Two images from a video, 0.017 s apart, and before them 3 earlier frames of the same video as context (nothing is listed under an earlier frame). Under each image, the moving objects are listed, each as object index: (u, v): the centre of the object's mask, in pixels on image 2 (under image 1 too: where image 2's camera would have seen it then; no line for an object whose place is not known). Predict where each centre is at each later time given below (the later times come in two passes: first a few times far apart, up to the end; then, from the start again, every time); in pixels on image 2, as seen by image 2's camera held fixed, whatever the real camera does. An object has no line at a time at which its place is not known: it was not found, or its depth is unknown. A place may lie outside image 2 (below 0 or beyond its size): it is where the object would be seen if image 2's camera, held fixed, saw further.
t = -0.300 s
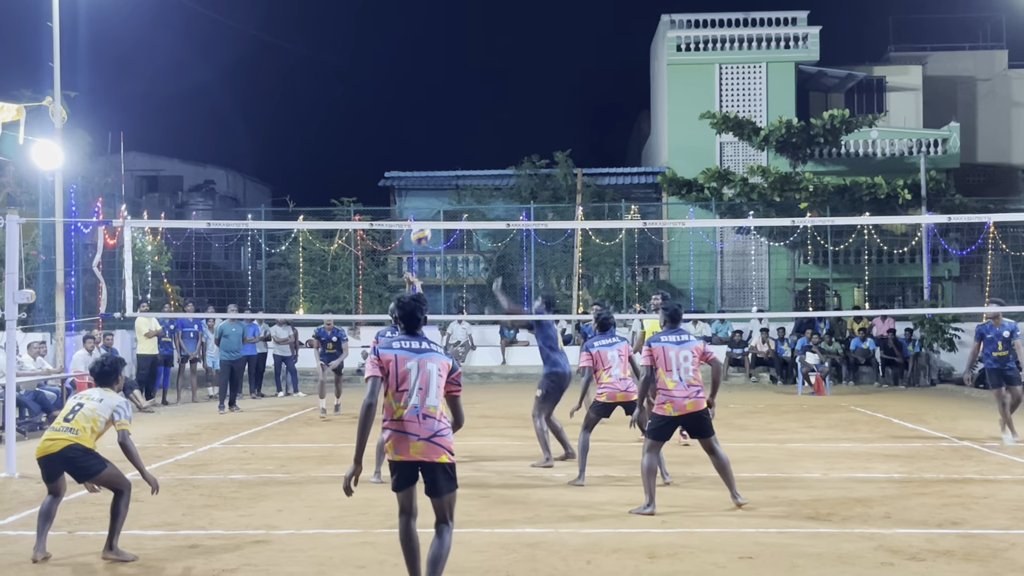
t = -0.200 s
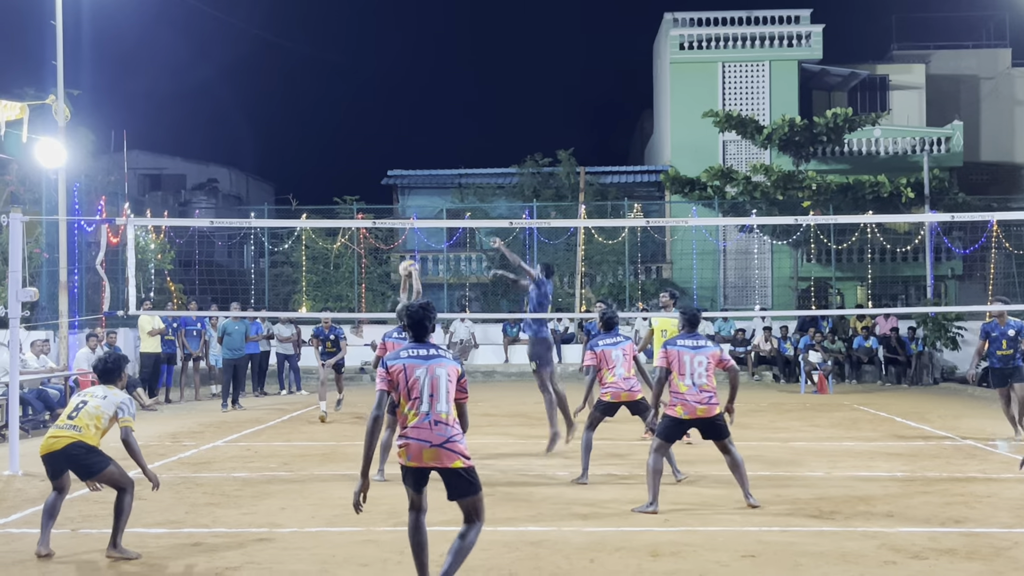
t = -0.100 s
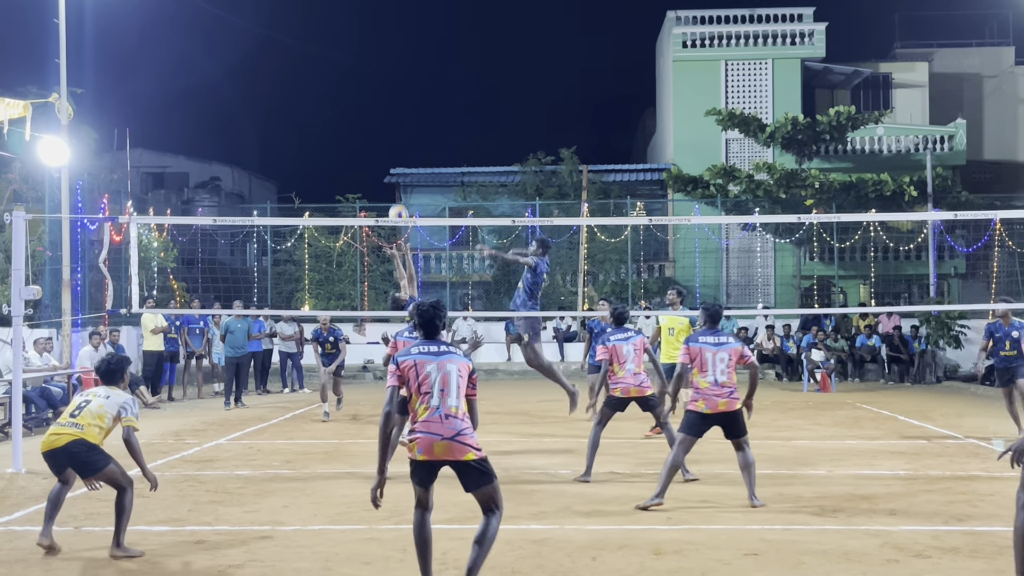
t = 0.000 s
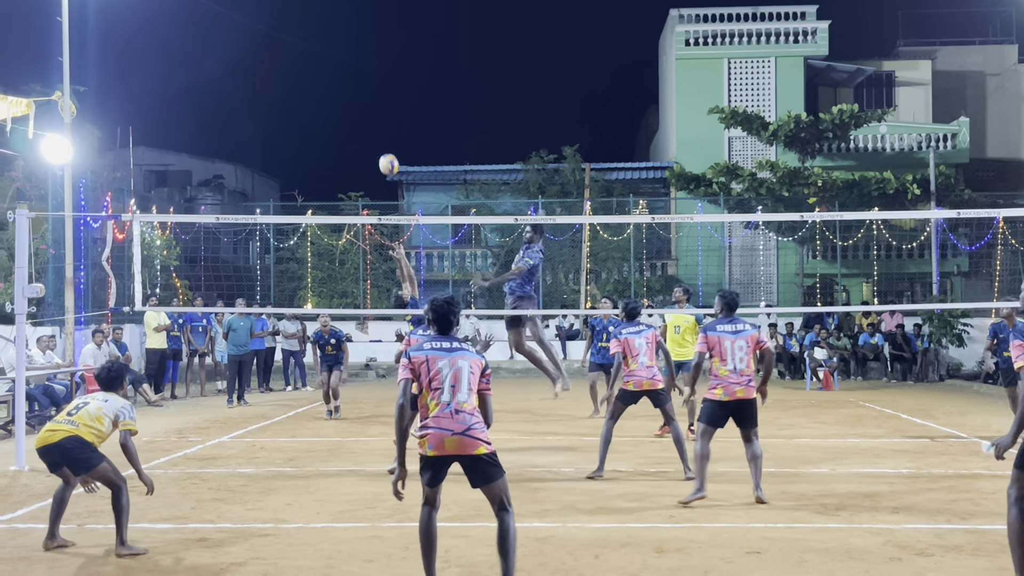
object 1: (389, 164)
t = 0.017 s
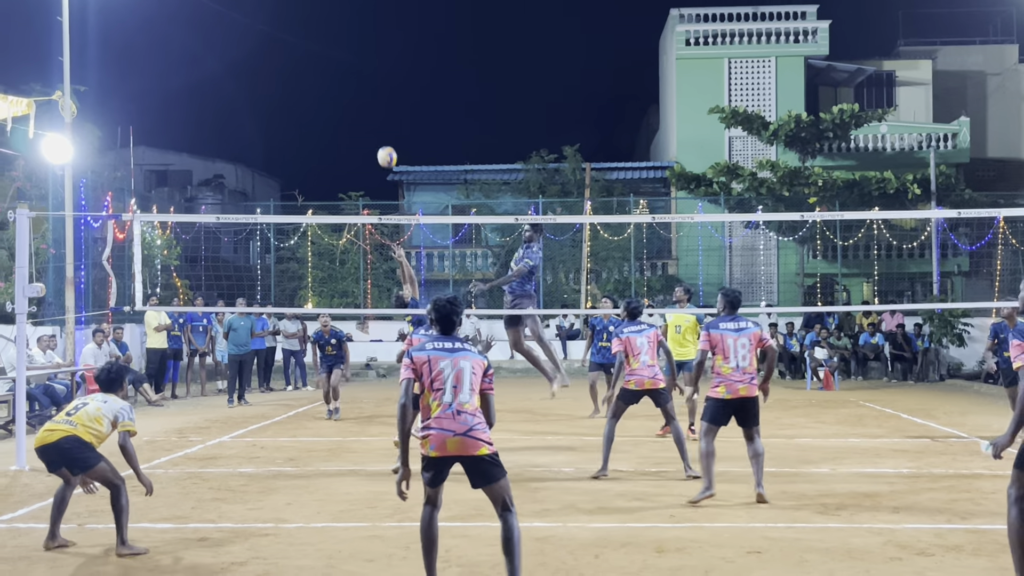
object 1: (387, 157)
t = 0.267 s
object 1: (359, 79)
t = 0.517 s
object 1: (332, 58)
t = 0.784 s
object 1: (304, 94)
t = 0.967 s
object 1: (286, 154)
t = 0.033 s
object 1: (385, 150)
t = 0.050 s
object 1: (383, 143)
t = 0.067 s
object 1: (381, 137)
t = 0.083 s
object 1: (379, 131)
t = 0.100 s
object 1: (377, 125)
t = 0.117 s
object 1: (375, 119)
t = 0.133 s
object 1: (373, 114)
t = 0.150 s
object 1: (371, 108)
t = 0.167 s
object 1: (370, 103)
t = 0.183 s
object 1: (368, 99)
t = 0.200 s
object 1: (366, 94)
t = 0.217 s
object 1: (364, 90)
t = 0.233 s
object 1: (362, 86)
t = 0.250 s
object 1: (360, 83)
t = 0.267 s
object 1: (359, 79)
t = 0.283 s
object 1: (357, 76)
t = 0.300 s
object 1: (355, 73)
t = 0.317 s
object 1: (353, 70)
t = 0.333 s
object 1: (351, 68)
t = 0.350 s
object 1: (350, 66)
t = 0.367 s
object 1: (348, 64)
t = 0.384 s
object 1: (346, 62)
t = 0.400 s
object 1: (344, 61)
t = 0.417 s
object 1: (342, 60)
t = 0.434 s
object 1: (341, 59)
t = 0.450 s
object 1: (339, 58)
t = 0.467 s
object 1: (337, 58)
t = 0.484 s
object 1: (335, 57)
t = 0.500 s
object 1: (334, 57)
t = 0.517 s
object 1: (332, 58)
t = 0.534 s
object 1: (330, 58)
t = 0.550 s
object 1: (329, 59)
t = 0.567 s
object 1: (327, 60)
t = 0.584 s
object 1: (325, 61)
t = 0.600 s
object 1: (324, 63)
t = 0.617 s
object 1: (322, 64)
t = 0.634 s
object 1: (320, 66)
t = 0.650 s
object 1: (318, 68)
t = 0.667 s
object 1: (317, 71)
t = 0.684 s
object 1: (315, 73)
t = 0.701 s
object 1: (313, 76)
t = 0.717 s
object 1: (311, 79)
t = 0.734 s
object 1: (309, 83)
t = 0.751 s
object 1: (308, 86)
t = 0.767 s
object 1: (306, 90)
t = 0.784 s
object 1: (304, 94)
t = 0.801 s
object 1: (303, 98)
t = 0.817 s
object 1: (301, 103)
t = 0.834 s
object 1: (299, 108)
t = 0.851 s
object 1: (297, 113)
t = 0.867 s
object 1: (296, 118)
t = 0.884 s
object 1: (294, 123)
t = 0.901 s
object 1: (292, 129)
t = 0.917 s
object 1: (291, 135)
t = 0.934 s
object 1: (289, 141)
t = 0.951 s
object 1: (288, 147)
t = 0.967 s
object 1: (286, 154)
